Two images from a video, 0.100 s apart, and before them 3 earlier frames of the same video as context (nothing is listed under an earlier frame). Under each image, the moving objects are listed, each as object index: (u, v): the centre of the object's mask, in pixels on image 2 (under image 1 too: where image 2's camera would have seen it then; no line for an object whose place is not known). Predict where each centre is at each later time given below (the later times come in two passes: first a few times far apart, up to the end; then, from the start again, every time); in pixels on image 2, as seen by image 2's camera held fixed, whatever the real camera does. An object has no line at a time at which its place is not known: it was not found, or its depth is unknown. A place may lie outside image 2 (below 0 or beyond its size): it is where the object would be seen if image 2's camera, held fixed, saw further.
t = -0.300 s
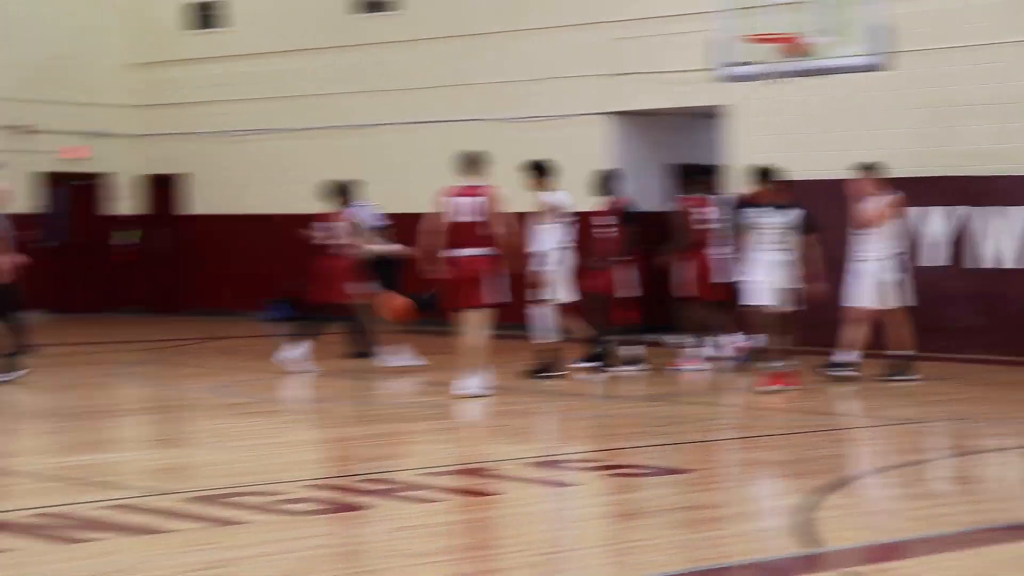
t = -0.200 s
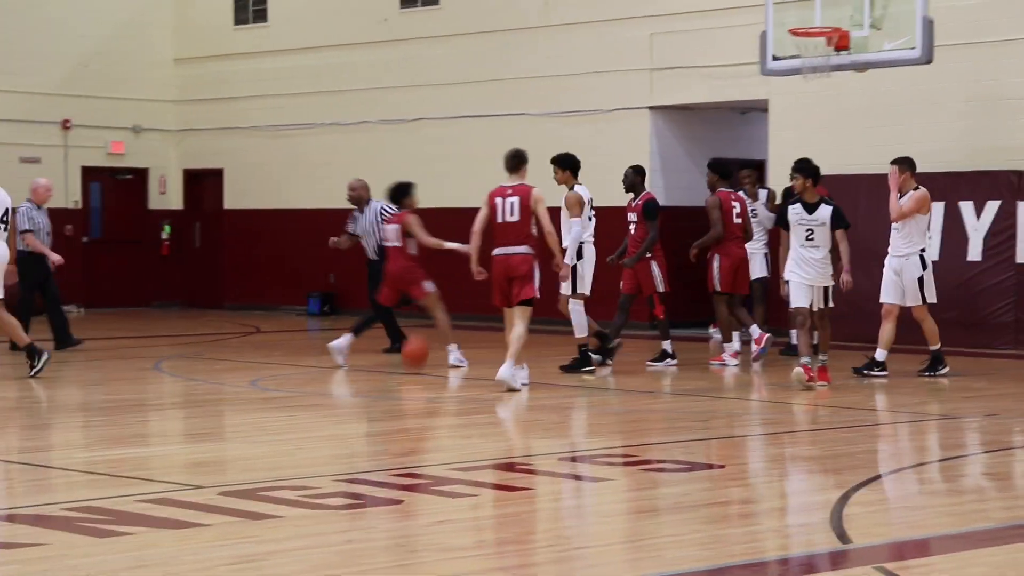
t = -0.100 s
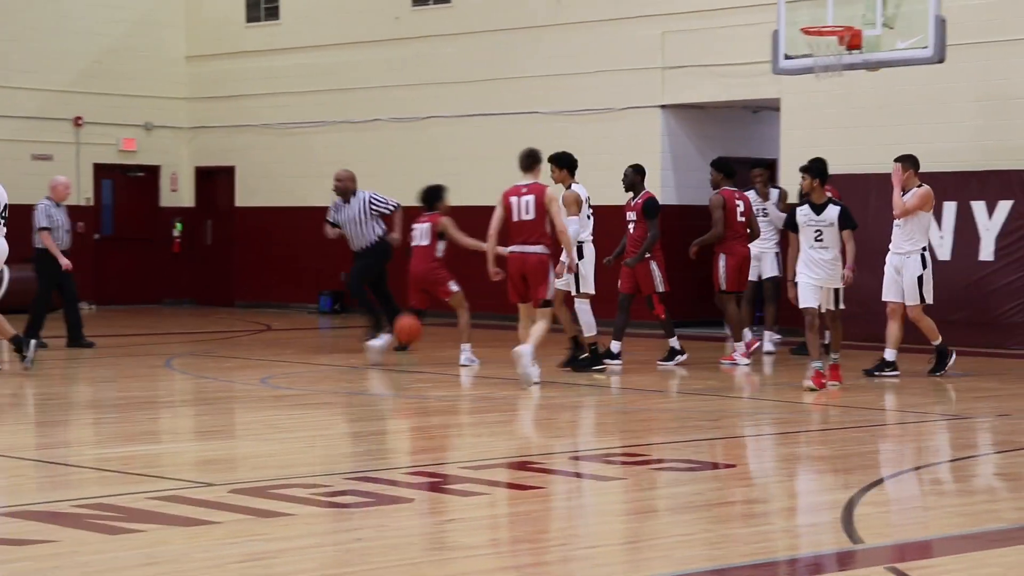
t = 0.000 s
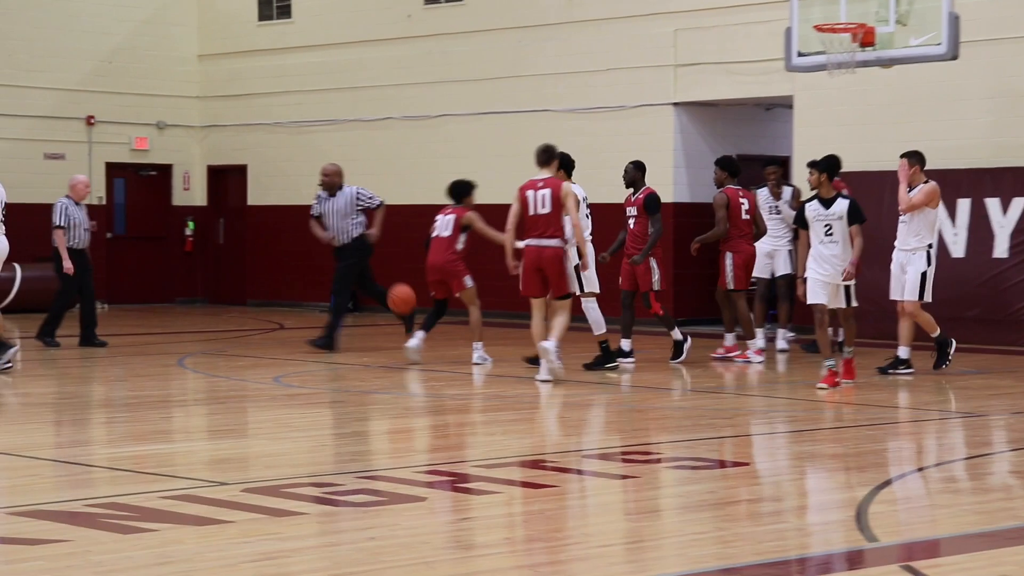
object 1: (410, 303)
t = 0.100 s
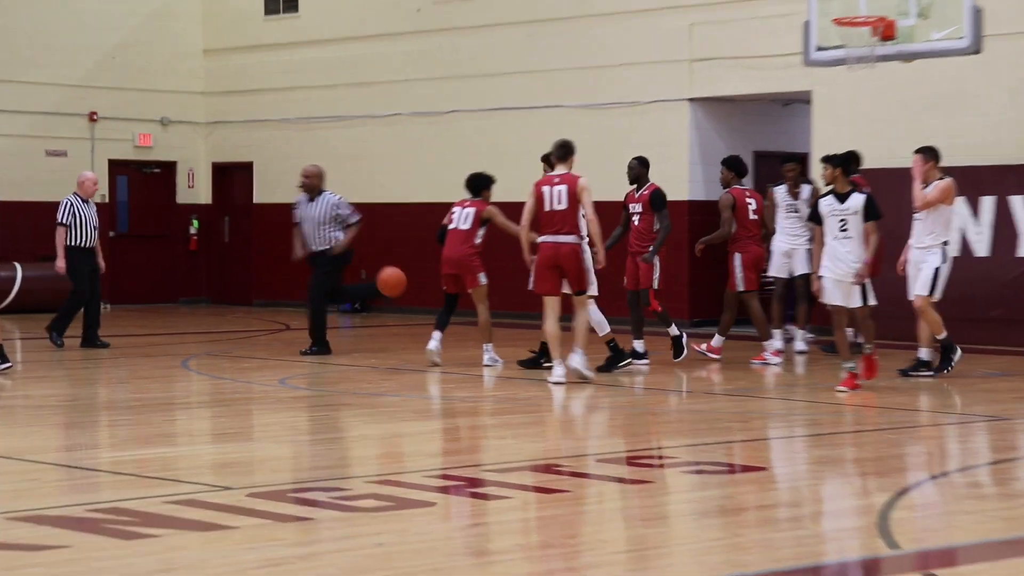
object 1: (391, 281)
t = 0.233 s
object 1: (369, 270)
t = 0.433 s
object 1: (330, 309)
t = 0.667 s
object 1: (284, 336)
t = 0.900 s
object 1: (236, 313)
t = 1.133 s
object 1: (188, 356)
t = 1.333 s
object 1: (148, 335)
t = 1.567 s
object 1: (103, 352)
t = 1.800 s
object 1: (56, 346)
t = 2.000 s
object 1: (15, 366)
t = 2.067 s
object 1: (2, 358)
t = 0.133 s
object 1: (386, 275)
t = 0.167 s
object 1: (382, 271)
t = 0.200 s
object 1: (376, 267)
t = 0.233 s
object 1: (369, 270)
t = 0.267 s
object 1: (360, 274)
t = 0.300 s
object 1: (356, 277)
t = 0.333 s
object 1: (349, 286)
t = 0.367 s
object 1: (343, 293)
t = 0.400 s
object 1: (336, 299)
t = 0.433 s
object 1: (330, 309)
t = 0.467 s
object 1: (323, 319)
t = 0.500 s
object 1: (317, 330)
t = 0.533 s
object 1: (310, 344)
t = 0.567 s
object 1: (304, 359)
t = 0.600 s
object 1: (297, 356)
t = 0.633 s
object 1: (291, 346)
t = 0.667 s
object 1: (284, 336)
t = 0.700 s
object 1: (277, 329)
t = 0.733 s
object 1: (271, 323)
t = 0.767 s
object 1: (263, 318)
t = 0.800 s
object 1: (257, 315)
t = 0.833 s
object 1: (250, 314)
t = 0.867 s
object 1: (243, 312)
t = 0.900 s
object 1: (236, 313)
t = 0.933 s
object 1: (229, 313)
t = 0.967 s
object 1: (222, 316)
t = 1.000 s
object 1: (217, 323)
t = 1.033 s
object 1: (209, 328)
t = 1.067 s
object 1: (202, 336)
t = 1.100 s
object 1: (195, 345)
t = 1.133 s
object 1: (188, 356)
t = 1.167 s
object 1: (182, 363)
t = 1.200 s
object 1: (175, 356)
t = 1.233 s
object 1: (168, 348)
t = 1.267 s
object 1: (161, 342)
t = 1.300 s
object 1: (155, 338)
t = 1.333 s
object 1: (148, 335)
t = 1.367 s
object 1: (142, 334)
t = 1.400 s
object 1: (135, 334)
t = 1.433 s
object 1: (128, 335)
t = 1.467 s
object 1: (122, 337)
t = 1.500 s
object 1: (116, 341)
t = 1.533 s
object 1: (109, 345)
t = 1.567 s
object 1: (103, 352)
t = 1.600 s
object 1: (97, 360)
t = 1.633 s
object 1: (89, 365)
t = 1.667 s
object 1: (83, 358)
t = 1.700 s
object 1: (76, 354)
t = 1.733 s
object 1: (70, 350)
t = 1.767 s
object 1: (63, 348)
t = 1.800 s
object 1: (56, 346)
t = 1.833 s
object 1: (48, 347)
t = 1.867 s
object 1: (41, 348)
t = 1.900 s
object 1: (35, 352)
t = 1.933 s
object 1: (29, 356)
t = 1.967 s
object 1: (22, 362)
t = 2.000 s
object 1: (15, 366)
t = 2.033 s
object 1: (9, 361)
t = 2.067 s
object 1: (2, 358)
